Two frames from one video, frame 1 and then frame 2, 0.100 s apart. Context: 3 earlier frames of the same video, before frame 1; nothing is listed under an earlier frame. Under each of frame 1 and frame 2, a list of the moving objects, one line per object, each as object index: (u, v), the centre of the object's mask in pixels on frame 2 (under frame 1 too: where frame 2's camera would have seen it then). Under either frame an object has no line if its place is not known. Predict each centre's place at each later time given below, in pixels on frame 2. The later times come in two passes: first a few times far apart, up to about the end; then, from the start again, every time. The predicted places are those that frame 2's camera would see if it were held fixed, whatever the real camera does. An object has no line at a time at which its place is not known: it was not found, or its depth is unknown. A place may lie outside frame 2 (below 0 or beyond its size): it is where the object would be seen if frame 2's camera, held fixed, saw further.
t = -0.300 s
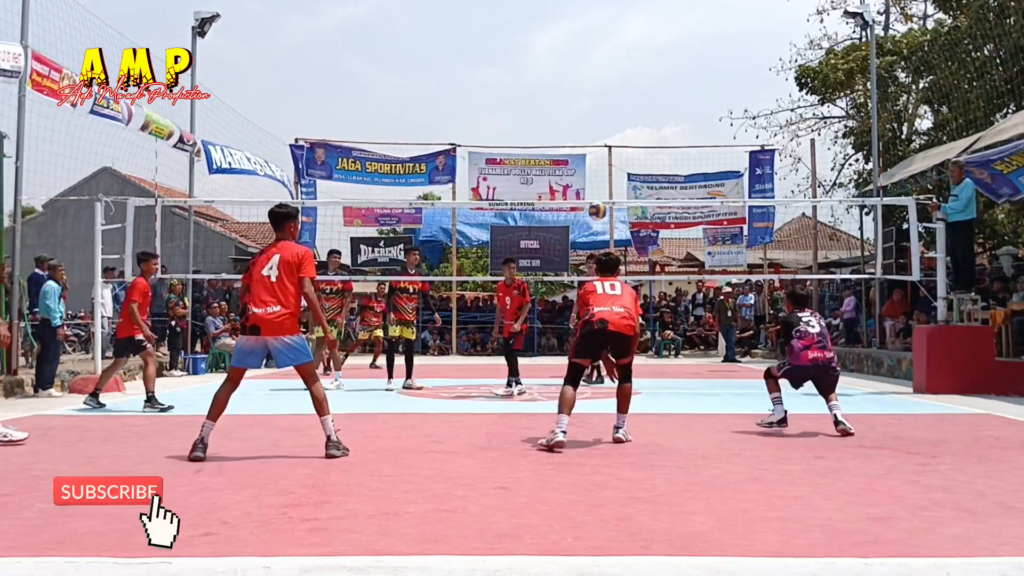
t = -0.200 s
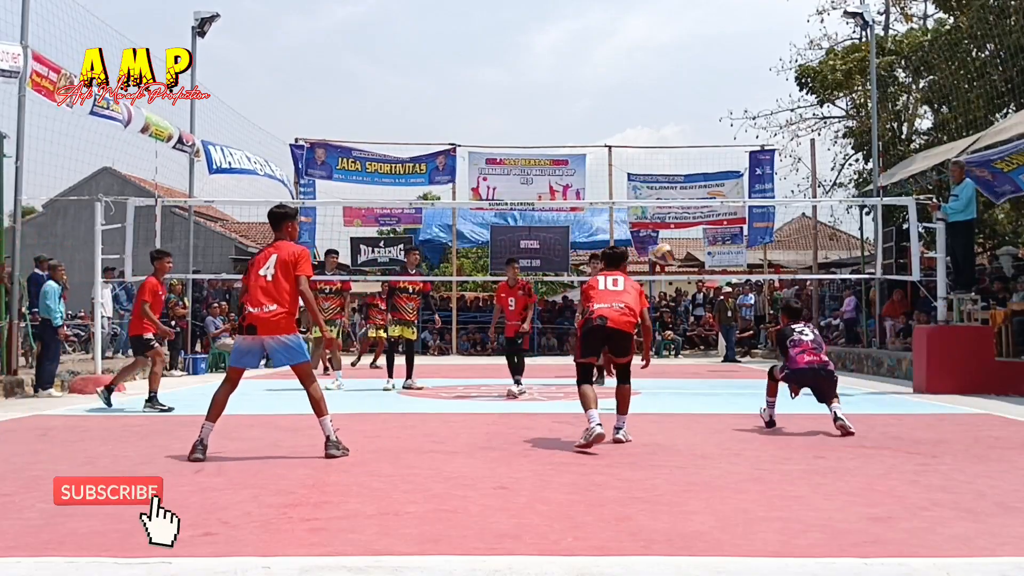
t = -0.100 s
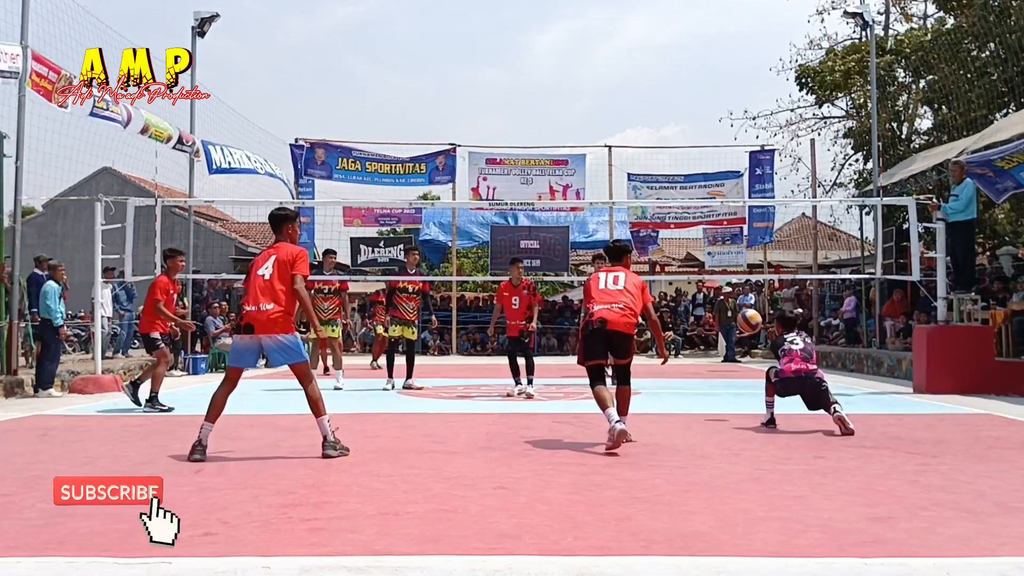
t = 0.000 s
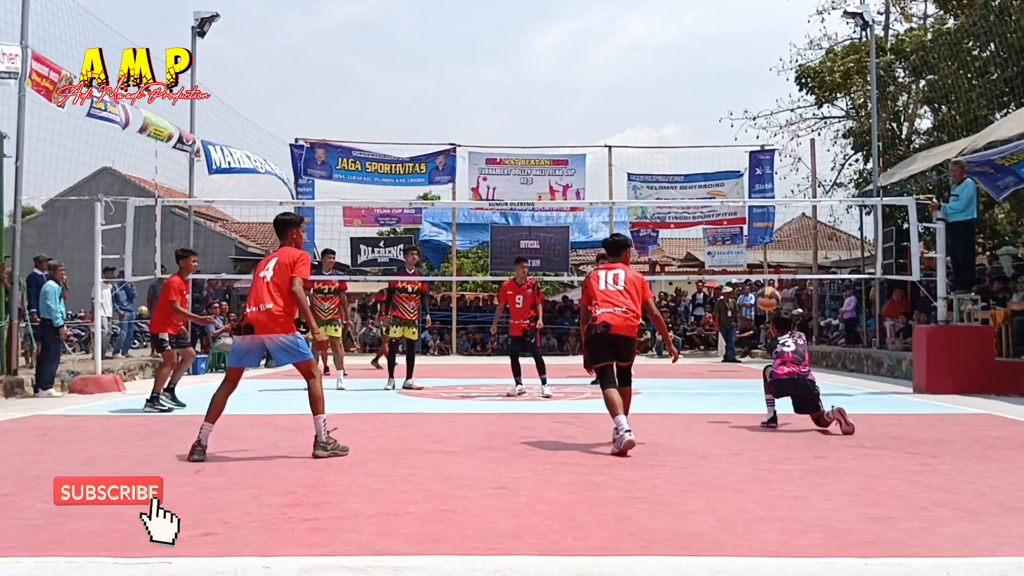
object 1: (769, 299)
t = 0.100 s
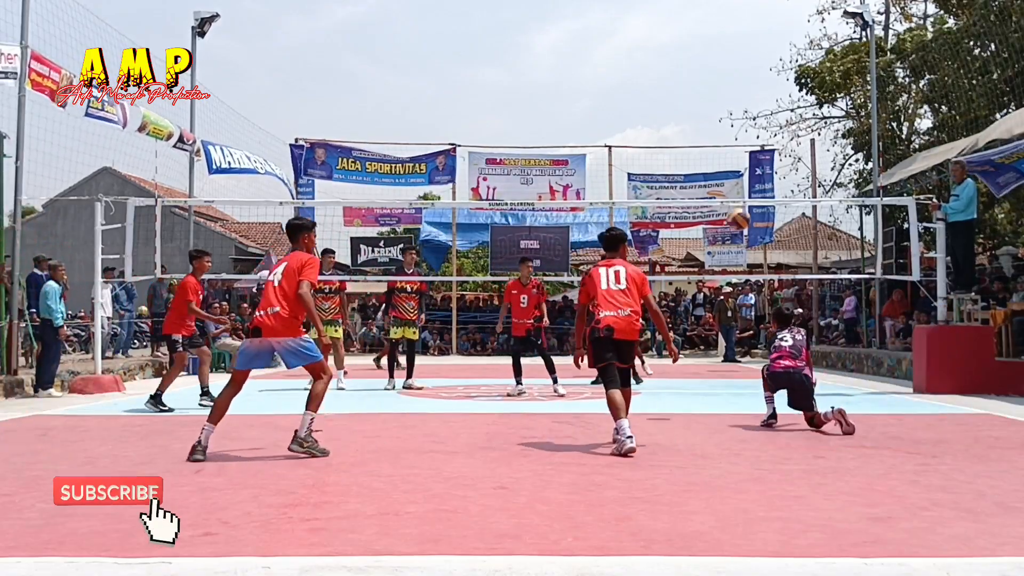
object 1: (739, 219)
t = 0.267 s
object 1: (697, 120)
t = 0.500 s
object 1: (648, 37)
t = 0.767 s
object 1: (603, 11)
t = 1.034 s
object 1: (564, 51)
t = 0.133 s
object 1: (729, 197)
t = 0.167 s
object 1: (721, 174)
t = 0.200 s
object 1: (713, 155)
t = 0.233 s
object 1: (704, 137)
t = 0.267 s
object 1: (697, 120)
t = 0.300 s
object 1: (689, 104)
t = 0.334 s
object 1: (682, 90)
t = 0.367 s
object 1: (675, 77)
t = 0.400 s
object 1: (668, 65)
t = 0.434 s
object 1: (661, 54)
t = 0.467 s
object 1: (655, 45)
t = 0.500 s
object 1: (648, 37)
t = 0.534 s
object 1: (642, 30)
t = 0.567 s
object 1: (636, 24)
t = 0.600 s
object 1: (630, 20)
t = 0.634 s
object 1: (625, 15)
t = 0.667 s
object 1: (619, 13)
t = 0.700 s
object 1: (613, 11)
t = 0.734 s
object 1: (608, 11)
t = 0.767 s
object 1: (603, 11)
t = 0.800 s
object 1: (598, 13)
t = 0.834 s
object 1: (592, 16)
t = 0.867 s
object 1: (588, 19)
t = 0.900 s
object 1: (583, 24)
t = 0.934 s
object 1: (578, 29)
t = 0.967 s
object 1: (573, 35)
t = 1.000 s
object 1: (569, 43)
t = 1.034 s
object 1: (564, 51)
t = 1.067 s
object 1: (559, 60)
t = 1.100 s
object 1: (555, 70)
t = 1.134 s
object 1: (551, 81)
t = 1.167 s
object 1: (547, 92)
